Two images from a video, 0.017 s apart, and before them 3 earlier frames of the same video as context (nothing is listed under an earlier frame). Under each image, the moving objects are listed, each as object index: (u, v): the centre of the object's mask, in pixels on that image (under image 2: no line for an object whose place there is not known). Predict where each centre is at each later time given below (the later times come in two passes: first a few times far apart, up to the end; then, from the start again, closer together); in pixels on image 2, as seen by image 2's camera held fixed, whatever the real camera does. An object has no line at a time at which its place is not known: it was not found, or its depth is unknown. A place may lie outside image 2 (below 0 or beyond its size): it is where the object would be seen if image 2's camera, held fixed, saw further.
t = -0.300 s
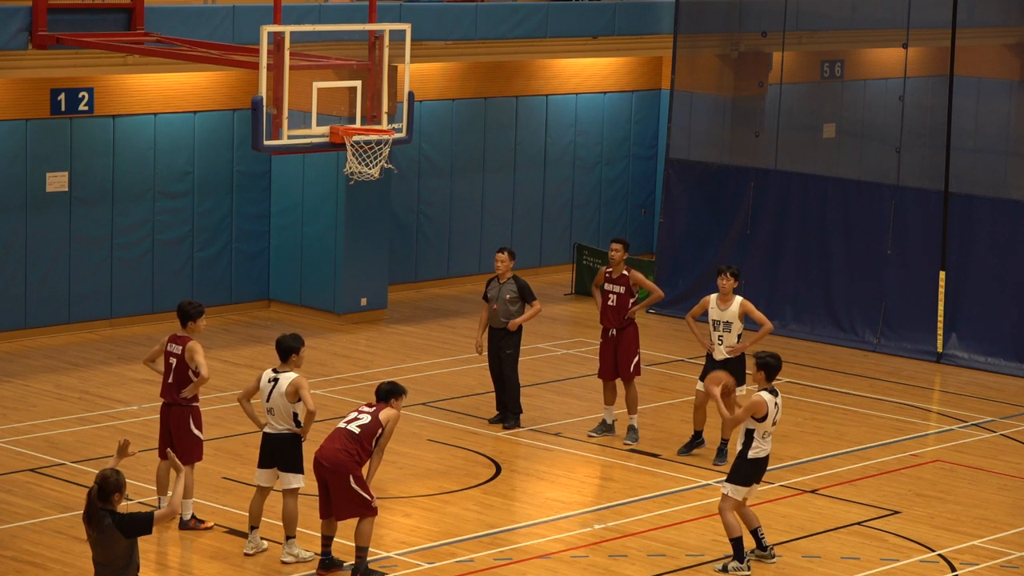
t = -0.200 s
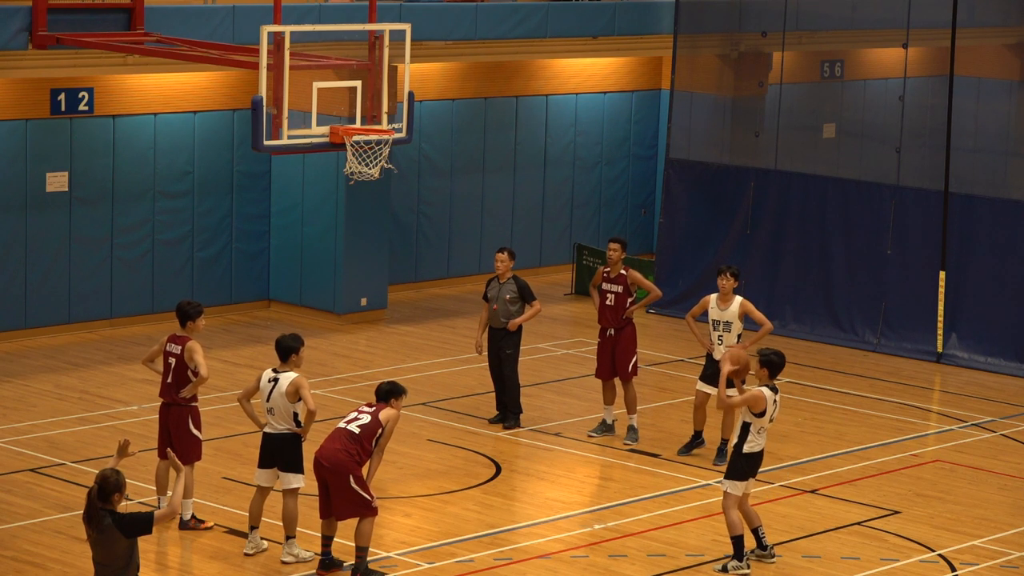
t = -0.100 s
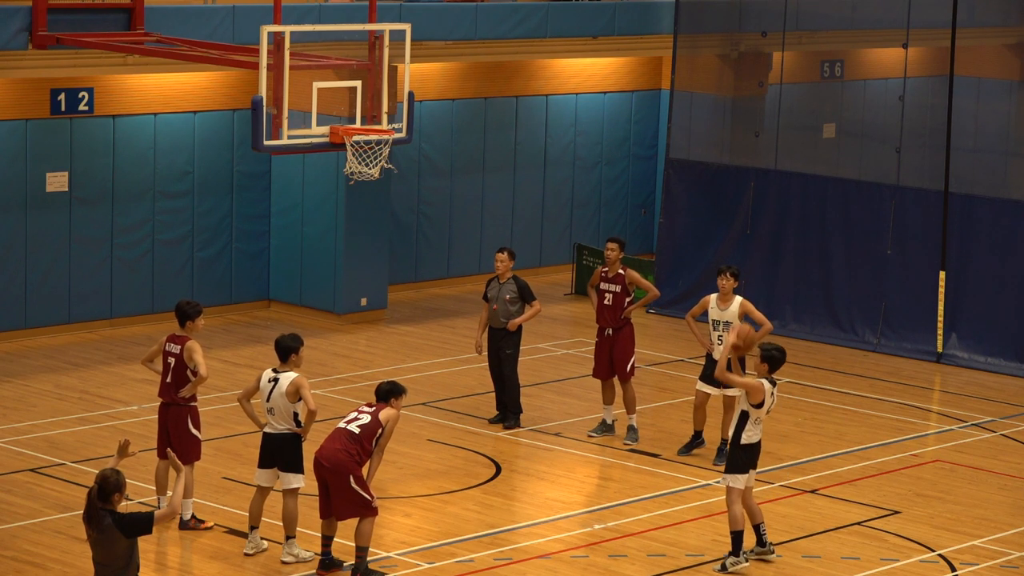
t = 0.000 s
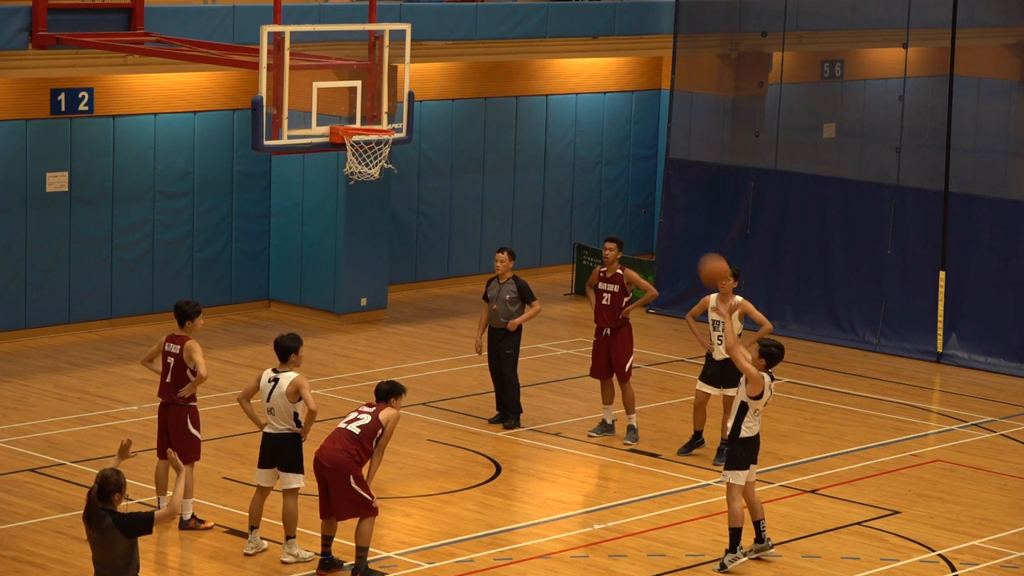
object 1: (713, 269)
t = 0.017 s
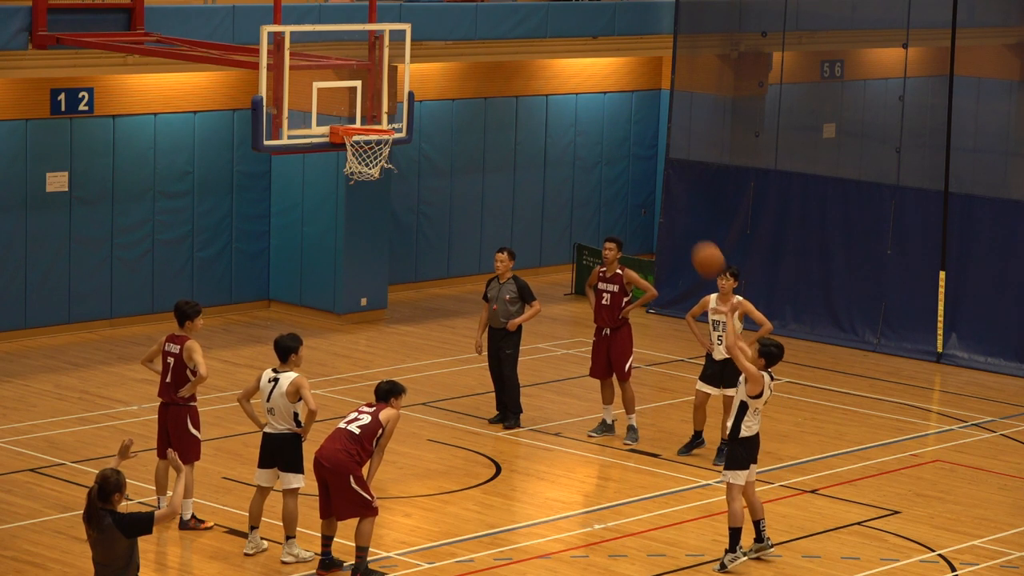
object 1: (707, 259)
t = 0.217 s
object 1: (630, 140)
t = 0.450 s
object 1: (541, 65)
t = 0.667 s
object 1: (462, 54)
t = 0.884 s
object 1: (386, 95)
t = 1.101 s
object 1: (383, 177)
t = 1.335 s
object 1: (426, 297)
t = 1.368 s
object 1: (432, 319)
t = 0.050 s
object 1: (695, 236)
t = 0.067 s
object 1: (688, 225)
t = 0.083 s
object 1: (681, 214)
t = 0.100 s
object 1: (676, 204)
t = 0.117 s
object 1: (669, 193)
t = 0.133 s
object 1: (662, 183)
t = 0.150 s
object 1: (656, 174)
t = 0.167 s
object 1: (649, 165)
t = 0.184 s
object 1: (643, 156)
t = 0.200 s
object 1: (636, 148)
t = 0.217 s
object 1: (630, 140)
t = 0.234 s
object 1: (624, 132)
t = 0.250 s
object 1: (618, 125)
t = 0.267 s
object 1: (611, 118)
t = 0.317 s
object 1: (592, 100)
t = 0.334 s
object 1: (585, 94)
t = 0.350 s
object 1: (578, 89)
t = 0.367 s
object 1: (572, 84)
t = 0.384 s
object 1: (566, 80)
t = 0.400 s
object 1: (560, 76)
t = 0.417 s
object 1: (553, 72)
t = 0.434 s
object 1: (548, 68)
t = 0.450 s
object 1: (541, 65)
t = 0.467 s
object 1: (535, 62)
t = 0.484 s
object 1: (529, 60)
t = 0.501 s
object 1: (523, 58)
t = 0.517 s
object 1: (517, 56)
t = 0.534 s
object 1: (511, 54)
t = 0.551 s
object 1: (505, 53)
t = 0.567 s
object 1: (498, 52)
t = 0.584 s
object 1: (493, 52)
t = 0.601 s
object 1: (487, 52)
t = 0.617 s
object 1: (481, 52)
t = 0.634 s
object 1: (475, 52)
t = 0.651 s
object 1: (469, 53)
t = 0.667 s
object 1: (462, 54)
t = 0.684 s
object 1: (457, 55)
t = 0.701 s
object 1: (450, 57)
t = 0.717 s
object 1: (445, 59)
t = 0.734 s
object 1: (439, 61)
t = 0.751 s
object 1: (433, 64)
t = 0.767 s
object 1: (427, 67)
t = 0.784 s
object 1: (421, 70)
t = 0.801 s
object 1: (415, 74)
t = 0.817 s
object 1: (409, 77)
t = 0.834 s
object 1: (403, 82)
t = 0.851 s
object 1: (397, 87)
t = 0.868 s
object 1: (391, 91)
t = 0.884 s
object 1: (386, 95)
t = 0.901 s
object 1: (382, 101)
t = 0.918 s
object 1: (374, 106)
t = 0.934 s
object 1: (370, 112)
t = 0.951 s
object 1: (364, 117)
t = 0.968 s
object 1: (358, 122)
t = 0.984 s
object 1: (354, 131)
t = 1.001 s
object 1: (356, 135)
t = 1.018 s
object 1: (360, 141)
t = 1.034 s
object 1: (363, 147)
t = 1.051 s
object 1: (367, 152)
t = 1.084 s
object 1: (378, 166)
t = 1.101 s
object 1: (383, 177)
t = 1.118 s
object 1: (384, 182)
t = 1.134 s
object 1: (386, 188)
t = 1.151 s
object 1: (390, 195)
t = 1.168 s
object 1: (393, 204)
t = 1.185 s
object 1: (397, 212)
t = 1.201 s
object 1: (400, 220)
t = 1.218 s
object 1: (404, 229)
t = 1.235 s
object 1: (407, 238)
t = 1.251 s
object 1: (410, 248)
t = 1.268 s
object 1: (414, 257)
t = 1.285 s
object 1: (417, 266)
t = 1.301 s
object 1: (420, 275)
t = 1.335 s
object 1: (426, 297)
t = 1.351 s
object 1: (429, 307)
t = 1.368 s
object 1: (432, 319)
